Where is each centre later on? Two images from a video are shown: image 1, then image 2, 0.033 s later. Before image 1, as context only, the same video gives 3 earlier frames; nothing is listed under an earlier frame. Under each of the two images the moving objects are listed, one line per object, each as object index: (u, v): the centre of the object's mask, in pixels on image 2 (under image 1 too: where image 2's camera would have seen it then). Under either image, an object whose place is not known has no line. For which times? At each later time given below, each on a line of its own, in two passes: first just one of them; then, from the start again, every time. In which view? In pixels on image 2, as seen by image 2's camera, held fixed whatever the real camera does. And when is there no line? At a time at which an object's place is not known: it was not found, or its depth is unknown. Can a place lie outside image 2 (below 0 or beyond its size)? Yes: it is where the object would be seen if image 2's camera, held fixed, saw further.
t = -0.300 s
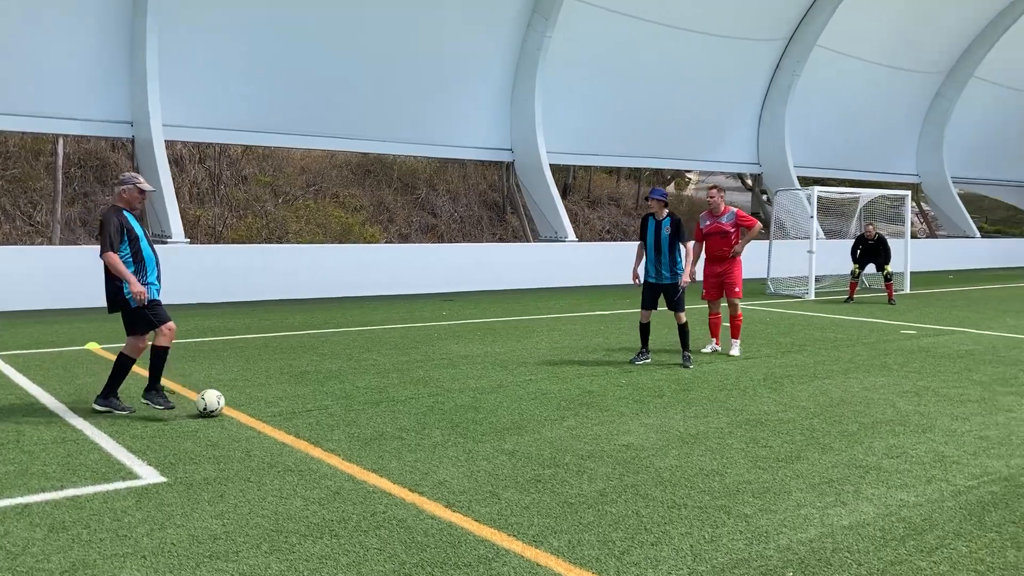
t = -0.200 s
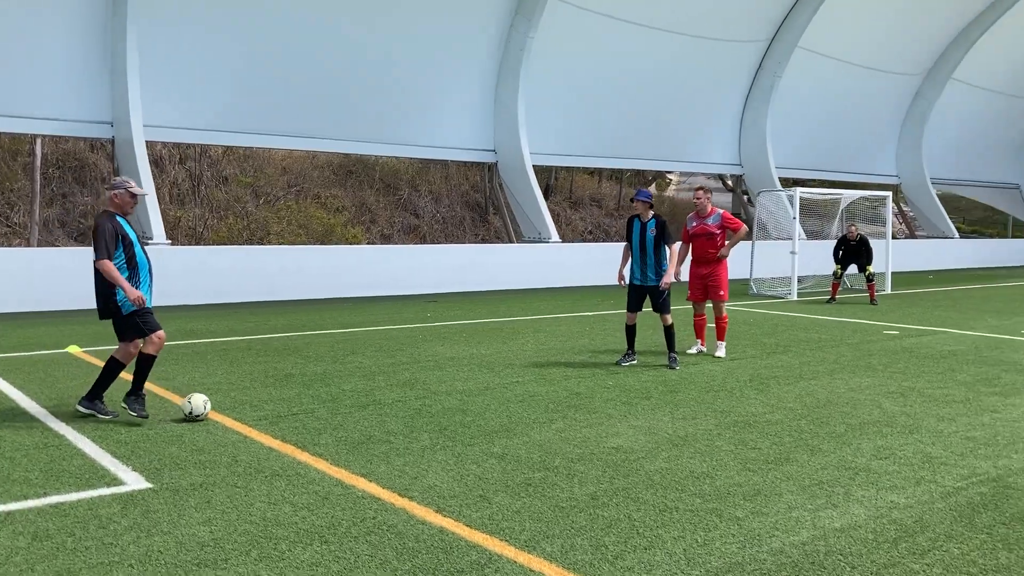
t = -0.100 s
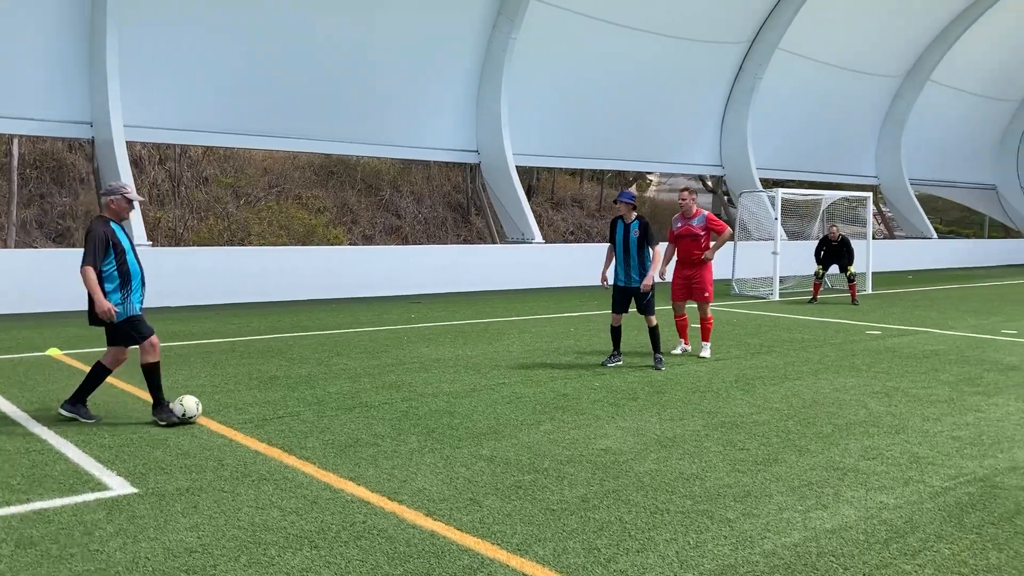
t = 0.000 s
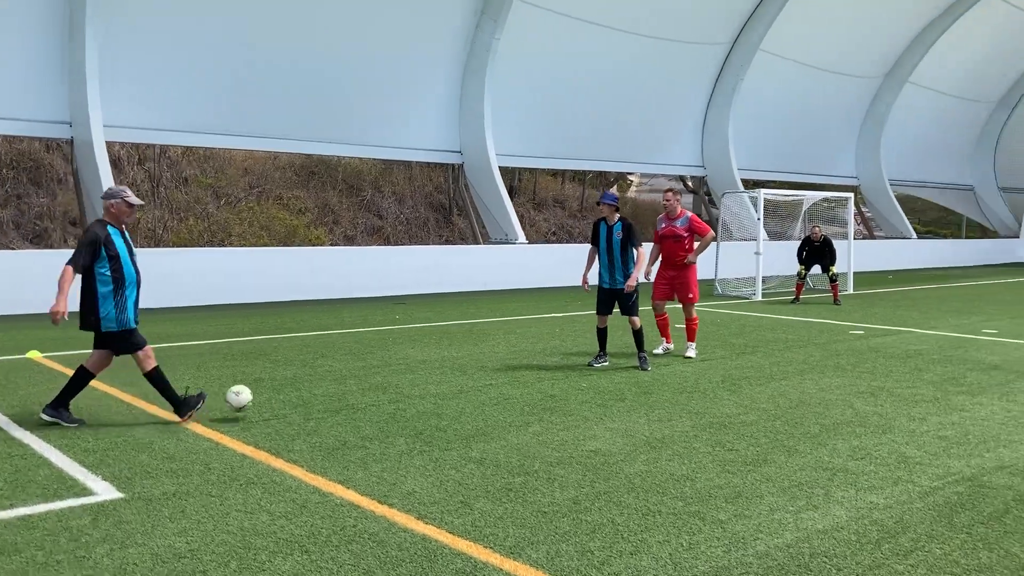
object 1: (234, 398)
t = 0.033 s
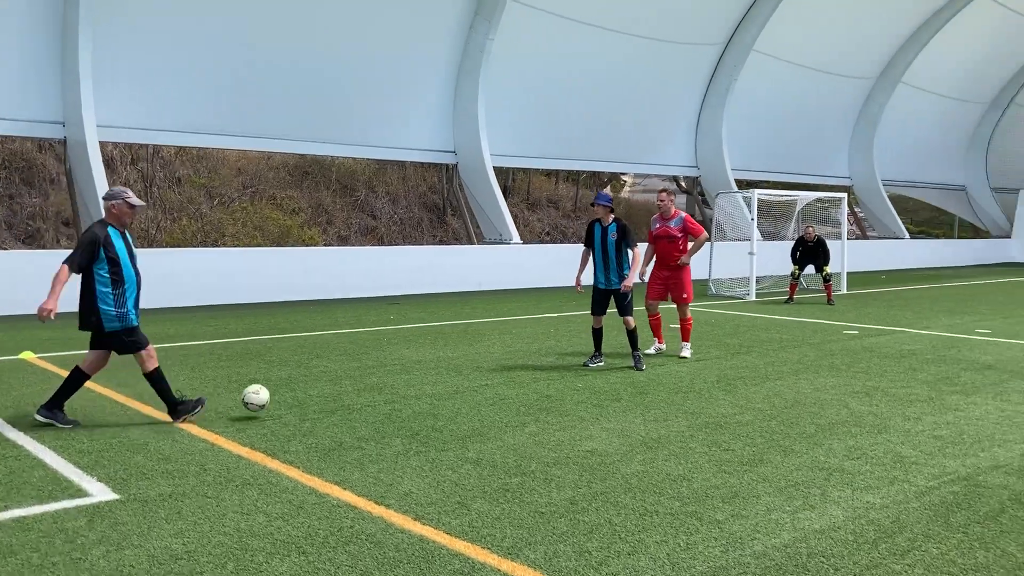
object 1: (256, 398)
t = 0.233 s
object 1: (360, 395)
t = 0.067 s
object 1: (278, 398)
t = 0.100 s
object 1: (299, 399)
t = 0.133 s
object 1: (318, 401)
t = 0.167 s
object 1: (333, 398)
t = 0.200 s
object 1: (347, 396)
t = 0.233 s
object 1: (360, 395)
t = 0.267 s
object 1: (374, 395)
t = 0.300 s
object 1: (386, 395)
